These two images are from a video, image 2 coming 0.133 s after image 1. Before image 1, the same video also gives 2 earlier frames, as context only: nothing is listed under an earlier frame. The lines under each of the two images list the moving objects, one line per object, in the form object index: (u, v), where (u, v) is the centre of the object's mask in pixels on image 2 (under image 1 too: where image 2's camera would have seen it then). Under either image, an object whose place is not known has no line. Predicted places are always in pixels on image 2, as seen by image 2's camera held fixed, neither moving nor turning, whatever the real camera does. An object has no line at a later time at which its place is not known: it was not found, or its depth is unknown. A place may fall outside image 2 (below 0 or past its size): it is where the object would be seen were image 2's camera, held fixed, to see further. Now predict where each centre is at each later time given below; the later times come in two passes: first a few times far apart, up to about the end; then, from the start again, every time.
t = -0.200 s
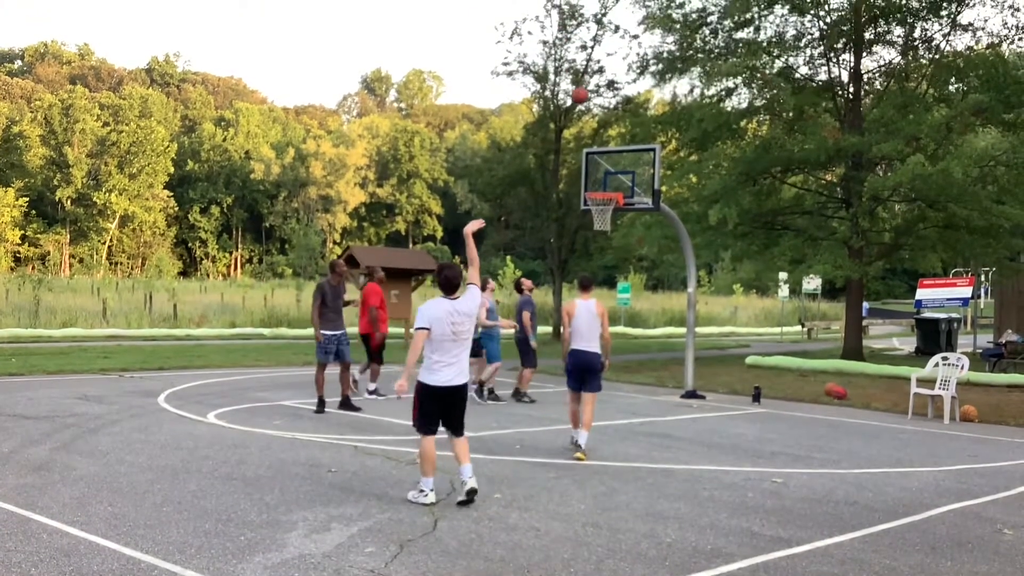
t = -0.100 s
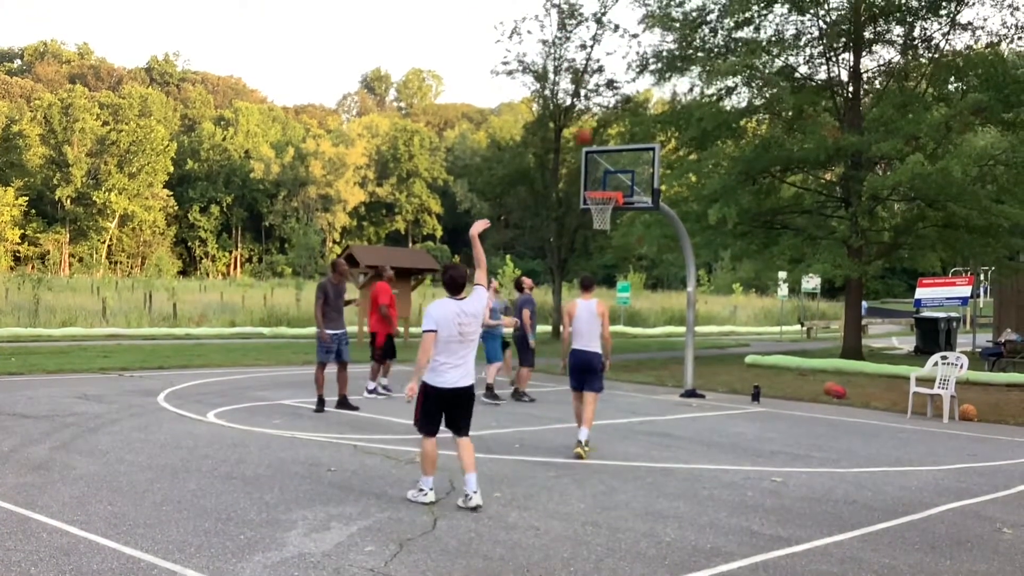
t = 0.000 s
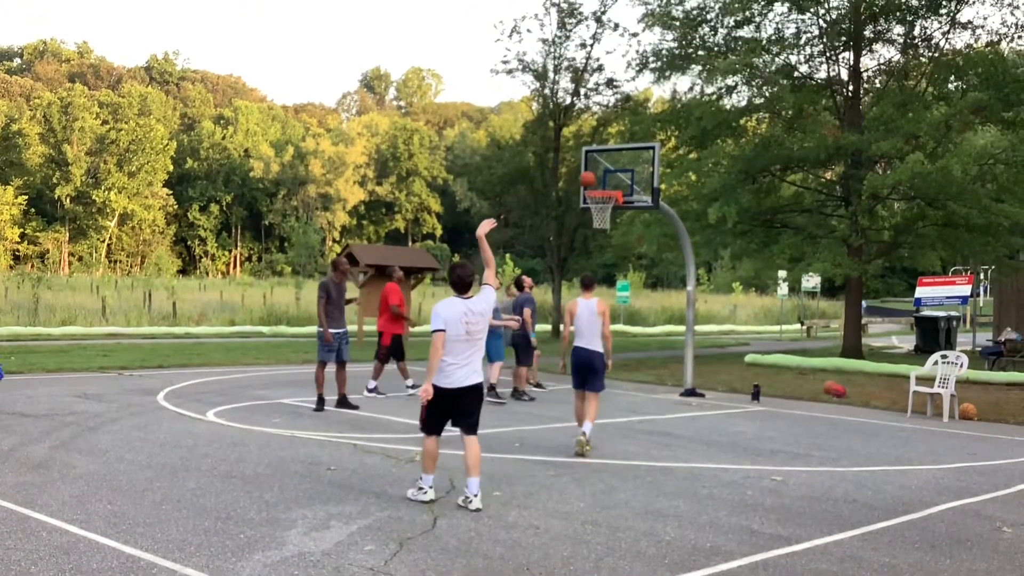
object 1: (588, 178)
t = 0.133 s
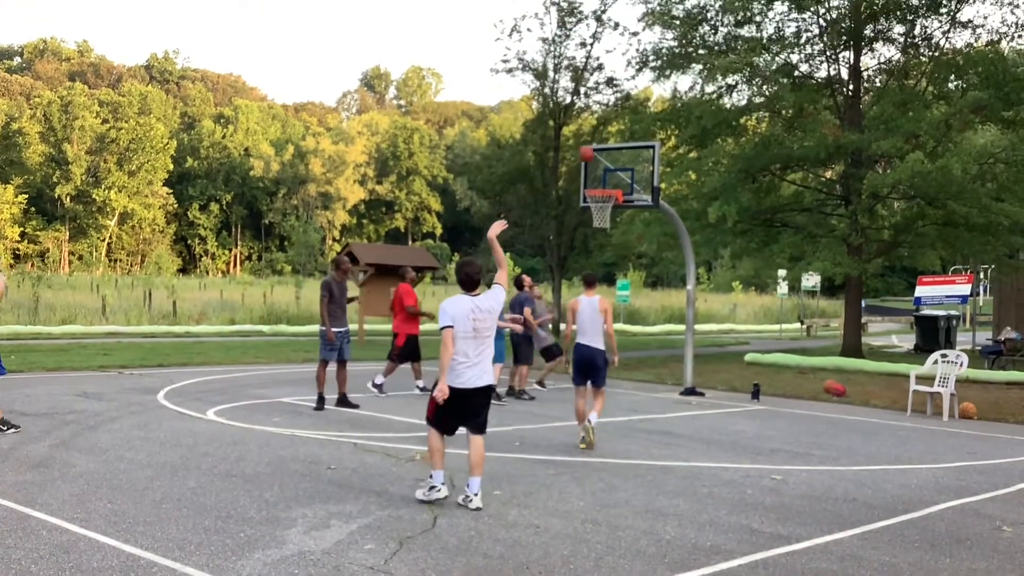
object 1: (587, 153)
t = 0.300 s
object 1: (582, 123)
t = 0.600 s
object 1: (577, 116)
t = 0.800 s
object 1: (571, 143)
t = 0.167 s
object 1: (586, 146)
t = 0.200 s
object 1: (585, 140)
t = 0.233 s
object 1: (585, 133)
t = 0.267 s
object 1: (584, 129)
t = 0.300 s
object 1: (582, 123)
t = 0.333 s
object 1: (581, 118)
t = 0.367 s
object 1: (581, 116)
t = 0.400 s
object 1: (580, 115)
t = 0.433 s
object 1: (580, 113)
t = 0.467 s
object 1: (579, 113)
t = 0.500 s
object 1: (579, 113)
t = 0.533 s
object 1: (579, 113)
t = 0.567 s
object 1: (578, 115)
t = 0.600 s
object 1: (577, 116)
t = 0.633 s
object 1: (576, 120)
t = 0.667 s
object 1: (576, 122)
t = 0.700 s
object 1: (575, 126)
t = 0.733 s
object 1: (574, 131)
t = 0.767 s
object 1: (572, 138)
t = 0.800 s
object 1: (571, 143)
